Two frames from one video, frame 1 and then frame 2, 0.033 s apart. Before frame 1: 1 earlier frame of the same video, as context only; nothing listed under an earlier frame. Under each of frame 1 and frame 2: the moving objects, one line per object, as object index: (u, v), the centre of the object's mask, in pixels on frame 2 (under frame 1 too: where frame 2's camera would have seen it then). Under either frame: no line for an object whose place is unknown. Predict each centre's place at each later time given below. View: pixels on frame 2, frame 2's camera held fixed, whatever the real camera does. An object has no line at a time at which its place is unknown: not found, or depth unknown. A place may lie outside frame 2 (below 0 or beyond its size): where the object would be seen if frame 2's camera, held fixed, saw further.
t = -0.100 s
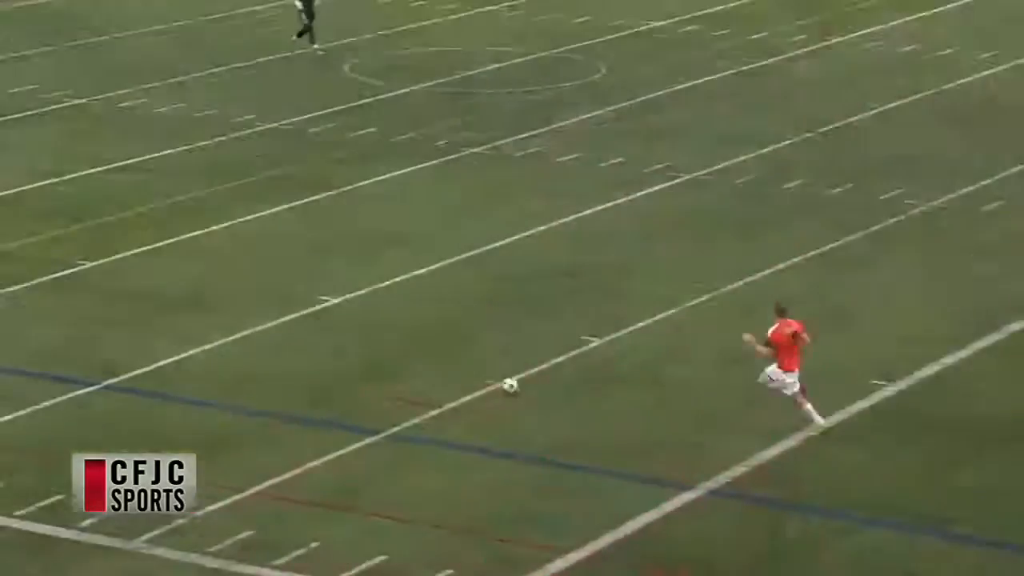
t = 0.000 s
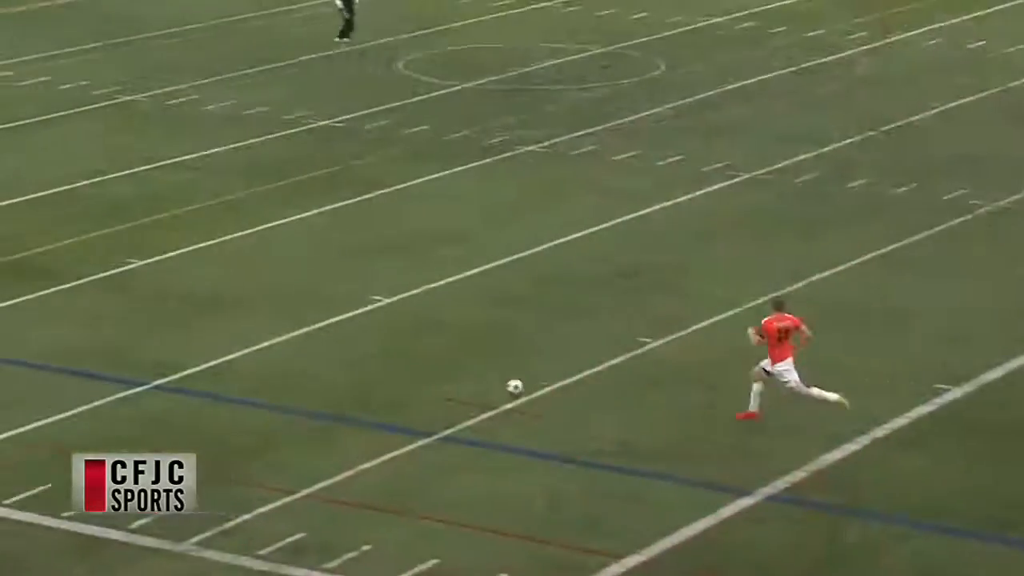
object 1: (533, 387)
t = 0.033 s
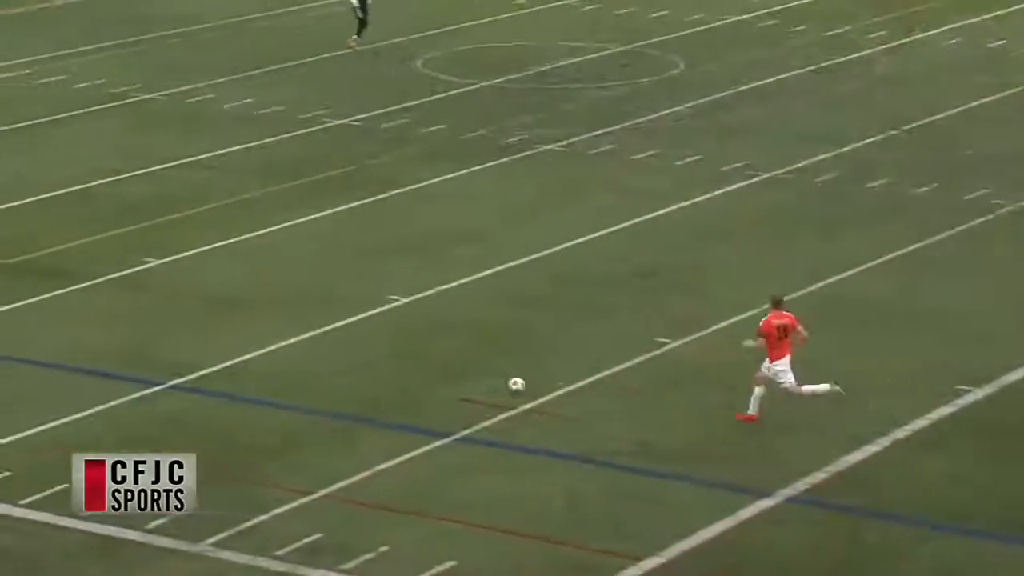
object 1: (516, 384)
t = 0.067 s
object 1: (500, 383)
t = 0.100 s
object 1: (484, 382)
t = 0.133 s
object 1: (468, 383)
